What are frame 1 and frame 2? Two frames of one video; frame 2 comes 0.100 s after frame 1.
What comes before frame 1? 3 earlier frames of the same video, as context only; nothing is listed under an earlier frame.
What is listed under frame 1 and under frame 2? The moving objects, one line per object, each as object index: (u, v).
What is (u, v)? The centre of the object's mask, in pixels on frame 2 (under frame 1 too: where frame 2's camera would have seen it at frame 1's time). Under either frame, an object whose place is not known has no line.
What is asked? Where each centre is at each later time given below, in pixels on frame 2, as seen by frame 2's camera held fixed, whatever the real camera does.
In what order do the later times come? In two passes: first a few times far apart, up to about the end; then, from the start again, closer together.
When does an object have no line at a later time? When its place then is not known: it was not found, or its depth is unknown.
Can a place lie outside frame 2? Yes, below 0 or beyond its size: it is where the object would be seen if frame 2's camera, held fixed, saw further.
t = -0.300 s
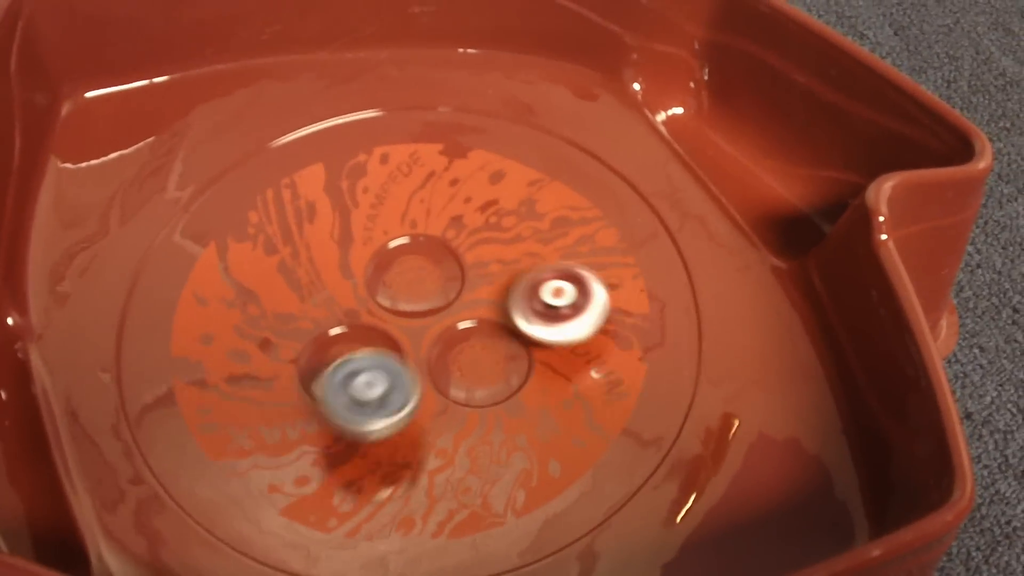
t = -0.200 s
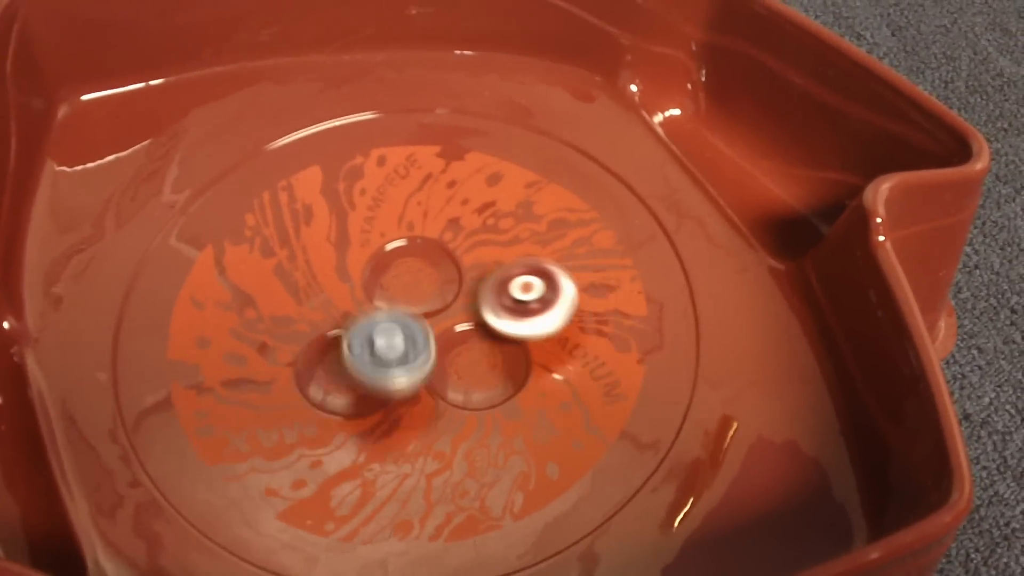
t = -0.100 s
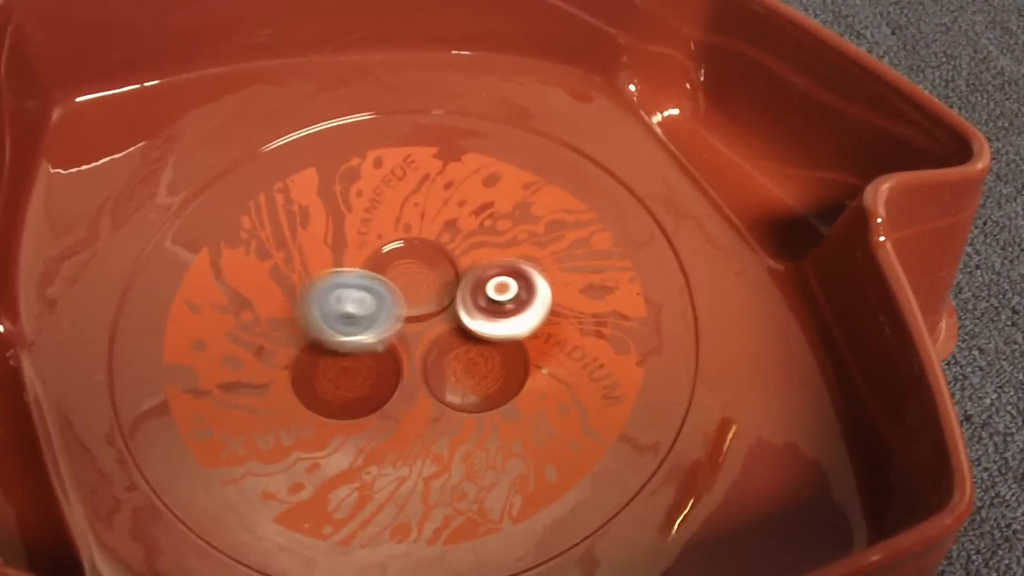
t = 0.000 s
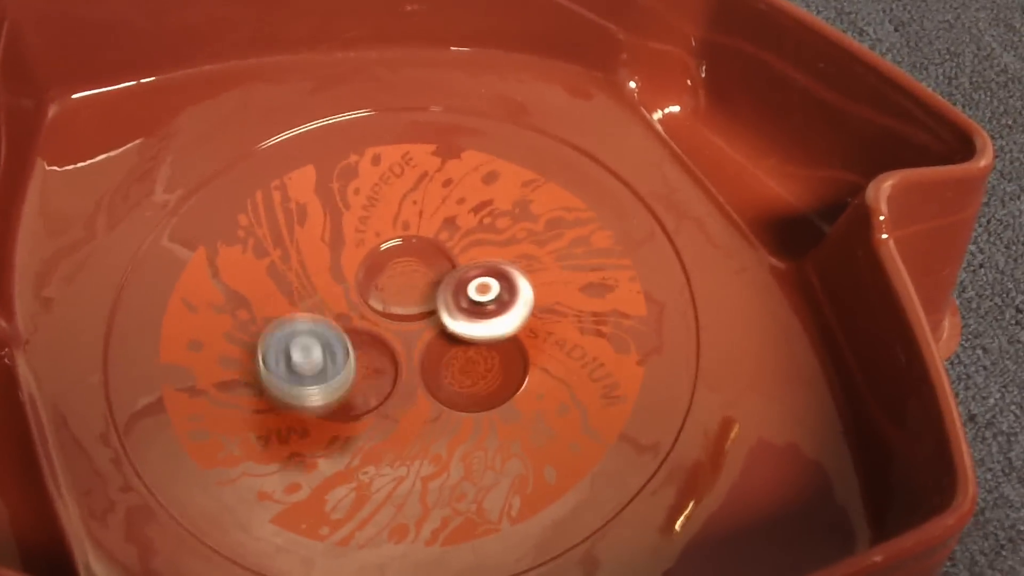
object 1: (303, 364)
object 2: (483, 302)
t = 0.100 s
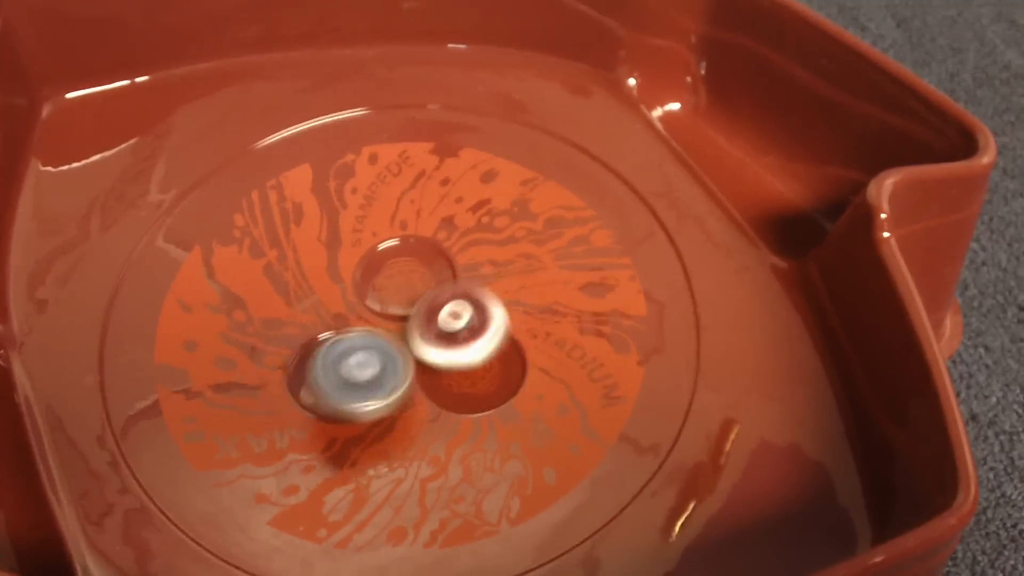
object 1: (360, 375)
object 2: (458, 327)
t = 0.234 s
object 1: (218, 355)
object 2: (626, 279)
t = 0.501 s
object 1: (269, 343)
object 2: (620, 228)
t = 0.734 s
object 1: (355, 346)
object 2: (494, 227)
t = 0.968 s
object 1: (316, 326)
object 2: (384, 264)
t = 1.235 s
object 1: (343, 410)
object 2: (500, 186)
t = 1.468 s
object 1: (433, 347)
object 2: (489, 171)
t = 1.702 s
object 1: (458, 313)
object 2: (393, 194)
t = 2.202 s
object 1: (464, 336)
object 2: (325, 291)
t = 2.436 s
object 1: (460, 314)
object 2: (351, 302)
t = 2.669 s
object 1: (517, 343)
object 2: (398, 286)
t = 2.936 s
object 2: (183, 102)
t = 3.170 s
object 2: (97, 332)
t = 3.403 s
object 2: (272, 484)
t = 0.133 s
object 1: (323, 377)
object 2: (498, 324)
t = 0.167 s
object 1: (273, 363)
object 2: (543, 302)
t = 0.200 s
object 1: (241, 357)
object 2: (589, 290)
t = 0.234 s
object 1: (218, 355)
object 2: (626, 279)
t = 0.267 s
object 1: (210, 343)
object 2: (656, 268)
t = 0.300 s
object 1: (210, 339)
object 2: (676, 259)
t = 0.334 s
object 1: (219, 334)
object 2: (687, 250)
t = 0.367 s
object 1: (230, 331)
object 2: (685, 243)
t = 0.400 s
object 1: (240, 331)
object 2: (675, 238)
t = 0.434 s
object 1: (250, 334)
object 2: (657, 234)
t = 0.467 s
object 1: (260, 339)
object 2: (638, 231)
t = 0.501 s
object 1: (269, 343)
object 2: (620, 228)
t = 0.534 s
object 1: (278, 346)
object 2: (602, 227)
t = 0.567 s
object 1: (288, 349)
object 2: (584, 225)
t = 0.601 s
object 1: (300, 355)
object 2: (565, 223)
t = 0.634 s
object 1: (316, 363)
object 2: (546, 223)
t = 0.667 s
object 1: (333, 364)
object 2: (529, 224)
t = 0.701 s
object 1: (345, 358)
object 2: (511, 225)
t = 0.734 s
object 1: (355, 346)
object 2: (494, 227)
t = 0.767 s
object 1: (358, 331)
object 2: (478, 229)
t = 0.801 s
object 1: (356, 321)
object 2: (462, 232)
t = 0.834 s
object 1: (350, 317)
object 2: (449, 236)
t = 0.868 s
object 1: (343, 315)
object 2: (433, 243)
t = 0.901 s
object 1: (334, 315)
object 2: (413, 252)
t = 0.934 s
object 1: (325, 320)
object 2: (396, 259)
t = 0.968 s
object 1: (316, 326)
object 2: (384, 264)
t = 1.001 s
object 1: (309, 336)
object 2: (375, 271)
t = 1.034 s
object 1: (309, 348)
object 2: (371, 279)
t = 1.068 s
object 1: (320, 357)
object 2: (375, 285)
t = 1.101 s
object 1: (318, 376)
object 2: (400, 276)
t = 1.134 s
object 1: (314, 394)
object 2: (432, 249)
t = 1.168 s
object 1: (319, 410)
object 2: (458, 222)
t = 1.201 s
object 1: (329, 413)
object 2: (482, 201)
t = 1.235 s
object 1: (343, 410)
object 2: (500, 186)
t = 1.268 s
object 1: (357, 404)
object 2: (513, 175)
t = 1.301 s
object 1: (370, 397)
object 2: (520, 168)
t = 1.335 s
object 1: (383, 387)
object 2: (522, 165)
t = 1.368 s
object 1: (394, 377)
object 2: (519, 165)
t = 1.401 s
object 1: (405, 366)
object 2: (512, 166)
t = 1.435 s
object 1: (417, 355)
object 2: (502, 168)
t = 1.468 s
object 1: (433, 347)
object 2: (489, 171)
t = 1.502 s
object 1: (448, 344)
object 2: (475, 173)
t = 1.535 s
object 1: (462, 340)
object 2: (461, 175)
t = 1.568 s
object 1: (475, 331)
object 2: (447, 178)
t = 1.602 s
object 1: (483, 319)
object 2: (433, 181)
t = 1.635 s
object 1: (482, 308)
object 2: (419, 185)
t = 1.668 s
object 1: (471, 307)
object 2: (406, 189)
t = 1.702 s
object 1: (458, 313)
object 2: (393, 194)
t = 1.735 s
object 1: (448, 323)
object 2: (381, 199)
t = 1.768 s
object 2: (370, 205)
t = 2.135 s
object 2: (322, 281)
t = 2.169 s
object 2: (323, 286)
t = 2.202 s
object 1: (464, 336)
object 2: (325, 291)
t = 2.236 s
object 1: (474, 335)
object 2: (328, 294)
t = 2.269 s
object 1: (480, 332)
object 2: (331, 297)
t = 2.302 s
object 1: (483, 329)
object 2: (334, 299)
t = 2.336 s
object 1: (485, 323)
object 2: (338, 300)
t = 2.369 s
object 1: (483, 315)
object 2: (342, 301)
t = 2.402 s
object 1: (473, 311)
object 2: (346, 302)
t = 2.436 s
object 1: (460, 314)
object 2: (351, 302)
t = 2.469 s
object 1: (451, 324)
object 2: (355, 302)
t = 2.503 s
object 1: (452, 340)
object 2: (359, 301)
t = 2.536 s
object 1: (461, 353)
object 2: (365, 301)
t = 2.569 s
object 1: (475, 363)
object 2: (370, 300)
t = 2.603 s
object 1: (493, 363)
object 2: (375, 299)
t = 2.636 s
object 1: (511, 356)
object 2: (382, 297)
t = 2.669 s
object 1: (517, 343)
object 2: (398, 286)
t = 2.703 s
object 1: (508, 330)
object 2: (406, 282)
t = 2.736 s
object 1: (507, 333)
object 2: (409, 265)
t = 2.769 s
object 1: (559, 381)
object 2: (373, 211)
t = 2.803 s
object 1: (620, 449)
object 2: (332, 149)
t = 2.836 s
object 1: (672, 490)
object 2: (292, 91)
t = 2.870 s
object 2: (251, 60)
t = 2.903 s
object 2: (215, 74)
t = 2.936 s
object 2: (183, 102)
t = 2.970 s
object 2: (157, 143)
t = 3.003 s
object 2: (131, 172)
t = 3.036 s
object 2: (112, 200)
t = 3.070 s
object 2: (96, 238)
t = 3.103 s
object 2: (87, 267)
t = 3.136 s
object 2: (86, 294)
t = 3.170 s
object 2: (97, 332)
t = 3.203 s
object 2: (114, 368)
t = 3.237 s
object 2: (137, 400)
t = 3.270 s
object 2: (164, 426)
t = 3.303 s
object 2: (189, 447)
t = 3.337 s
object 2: (220, 465)
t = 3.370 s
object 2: (245, 475)
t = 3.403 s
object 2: (272, 484)
